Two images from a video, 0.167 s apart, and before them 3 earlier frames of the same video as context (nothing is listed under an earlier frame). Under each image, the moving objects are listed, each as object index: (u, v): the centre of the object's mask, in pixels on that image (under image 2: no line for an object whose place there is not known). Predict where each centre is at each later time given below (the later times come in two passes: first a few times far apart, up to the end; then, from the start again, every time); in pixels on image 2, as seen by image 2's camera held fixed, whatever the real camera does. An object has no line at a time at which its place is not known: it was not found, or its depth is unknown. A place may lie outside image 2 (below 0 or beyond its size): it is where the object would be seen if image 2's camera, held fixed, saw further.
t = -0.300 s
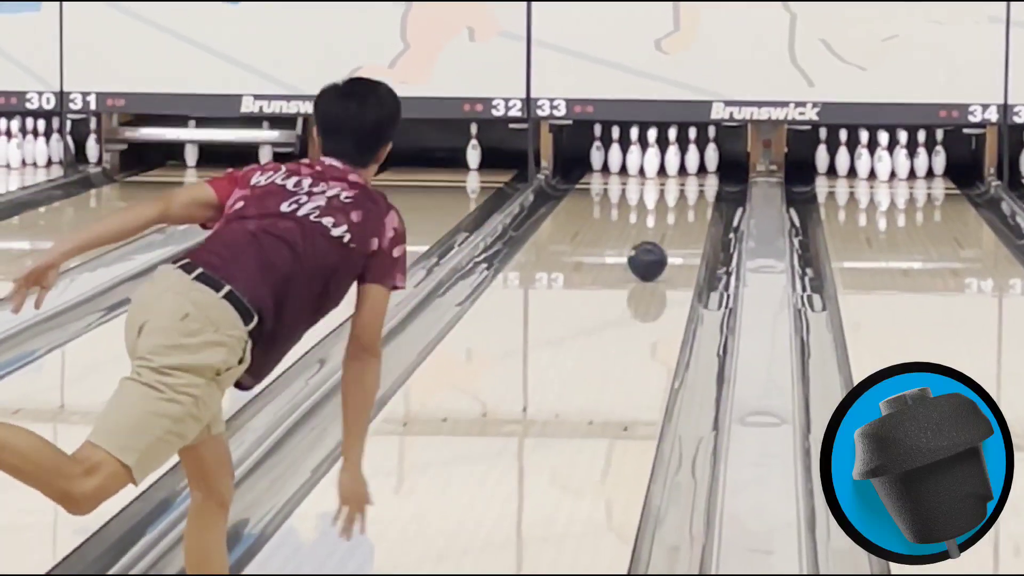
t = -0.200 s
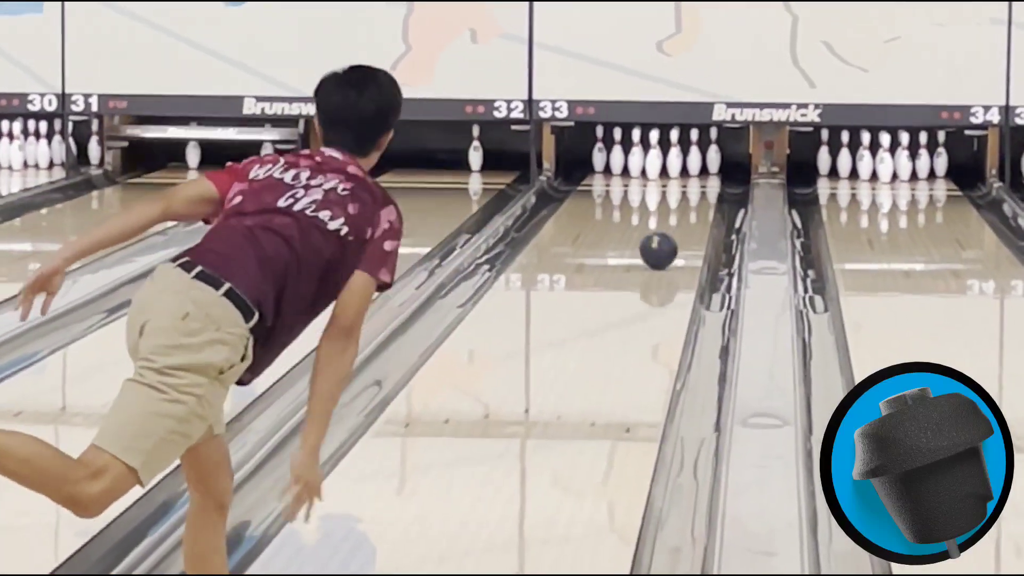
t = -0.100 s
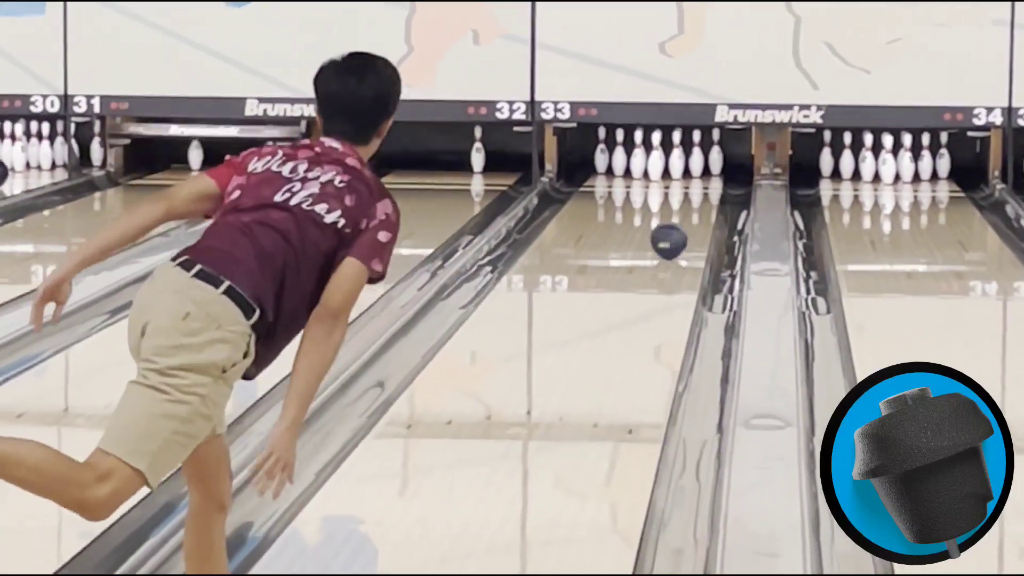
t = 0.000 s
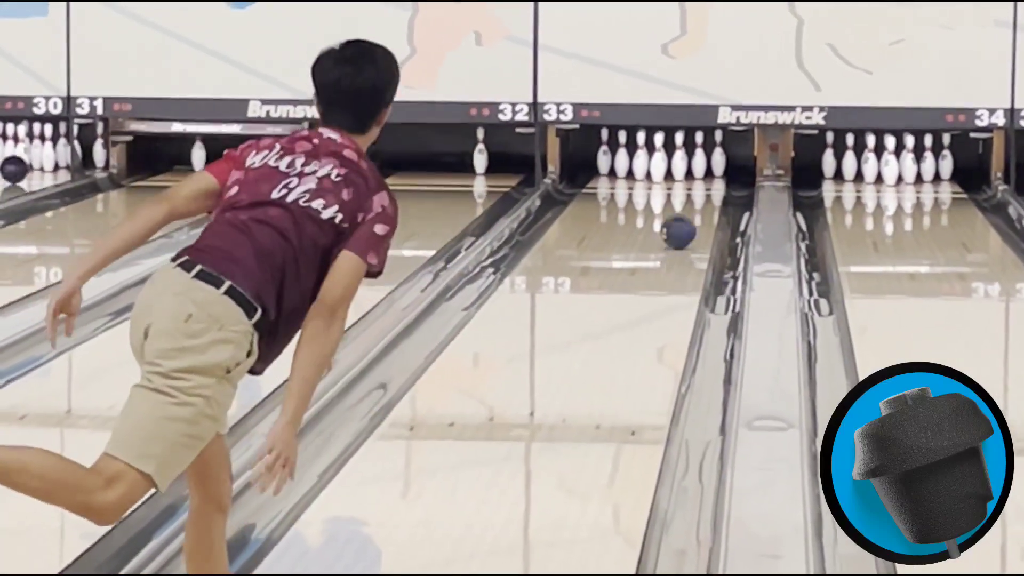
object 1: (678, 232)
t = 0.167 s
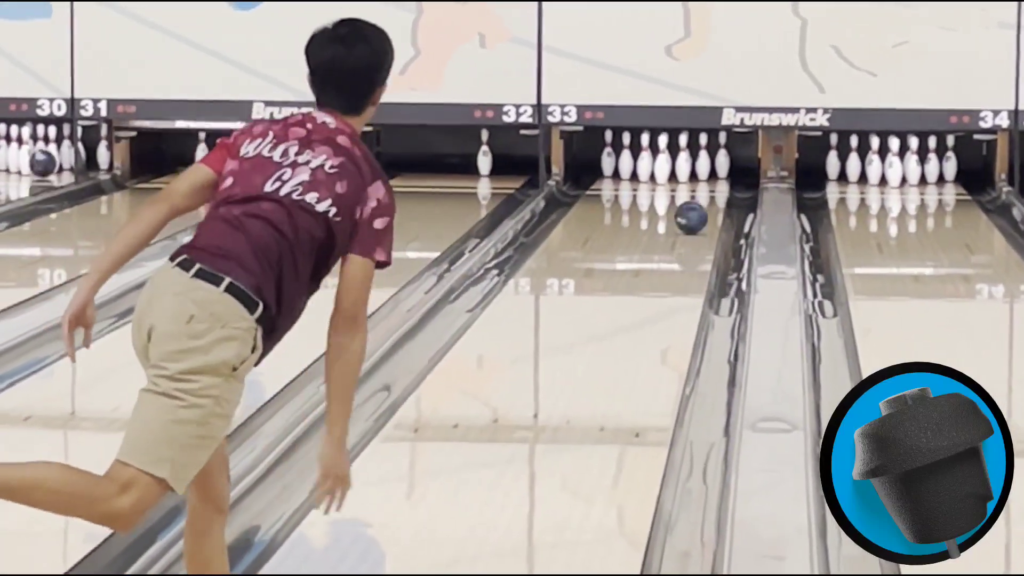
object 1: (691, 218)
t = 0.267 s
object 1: (694, 209)
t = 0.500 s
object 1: (695, 192)
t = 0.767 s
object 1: (683, 176)
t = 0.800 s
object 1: (682, 174)
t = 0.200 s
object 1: (692, 214)
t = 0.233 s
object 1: (693, 212)
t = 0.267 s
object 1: (694, 209)
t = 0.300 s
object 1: (694, 207)
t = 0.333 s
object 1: (695, 204)
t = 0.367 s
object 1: (696, 202)
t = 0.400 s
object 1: (696, 199)
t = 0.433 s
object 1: (695, 197)
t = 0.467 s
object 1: (695, 194)
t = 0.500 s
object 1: (695, 192)
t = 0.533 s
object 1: (694, 189)
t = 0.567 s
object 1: (692, 187)
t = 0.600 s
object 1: (692, 185)
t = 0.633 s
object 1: (690, 183)
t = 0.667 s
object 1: (688, 181)
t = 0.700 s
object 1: (686, 180)
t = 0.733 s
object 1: (685, 178)
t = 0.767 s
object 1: (683, 176)
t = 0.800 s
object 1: (682, 174)
